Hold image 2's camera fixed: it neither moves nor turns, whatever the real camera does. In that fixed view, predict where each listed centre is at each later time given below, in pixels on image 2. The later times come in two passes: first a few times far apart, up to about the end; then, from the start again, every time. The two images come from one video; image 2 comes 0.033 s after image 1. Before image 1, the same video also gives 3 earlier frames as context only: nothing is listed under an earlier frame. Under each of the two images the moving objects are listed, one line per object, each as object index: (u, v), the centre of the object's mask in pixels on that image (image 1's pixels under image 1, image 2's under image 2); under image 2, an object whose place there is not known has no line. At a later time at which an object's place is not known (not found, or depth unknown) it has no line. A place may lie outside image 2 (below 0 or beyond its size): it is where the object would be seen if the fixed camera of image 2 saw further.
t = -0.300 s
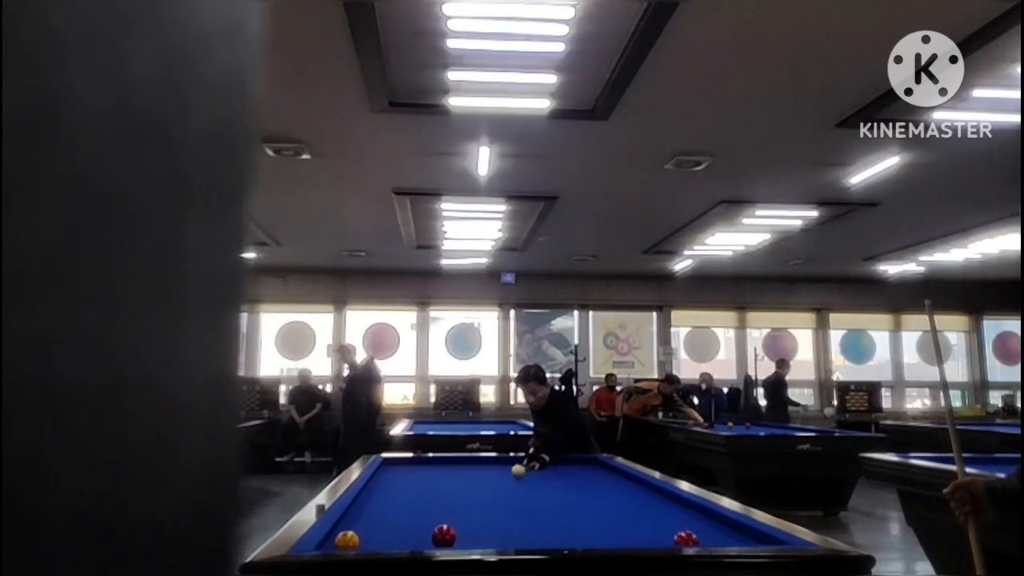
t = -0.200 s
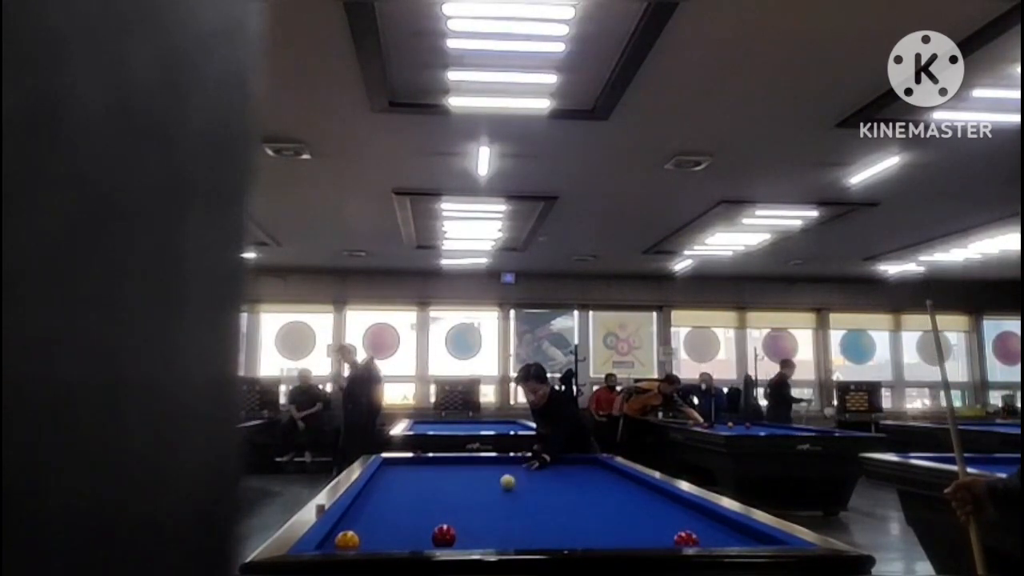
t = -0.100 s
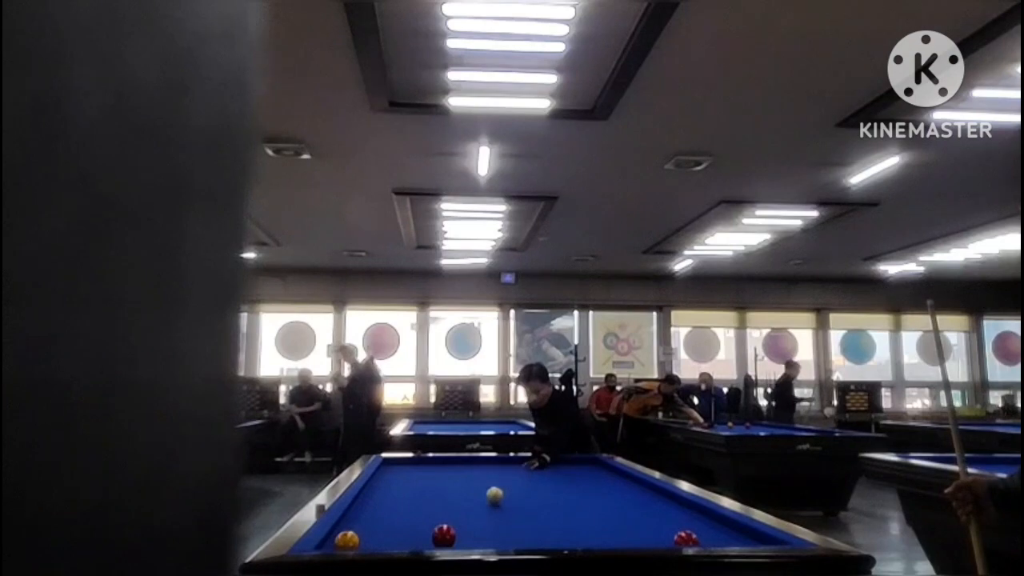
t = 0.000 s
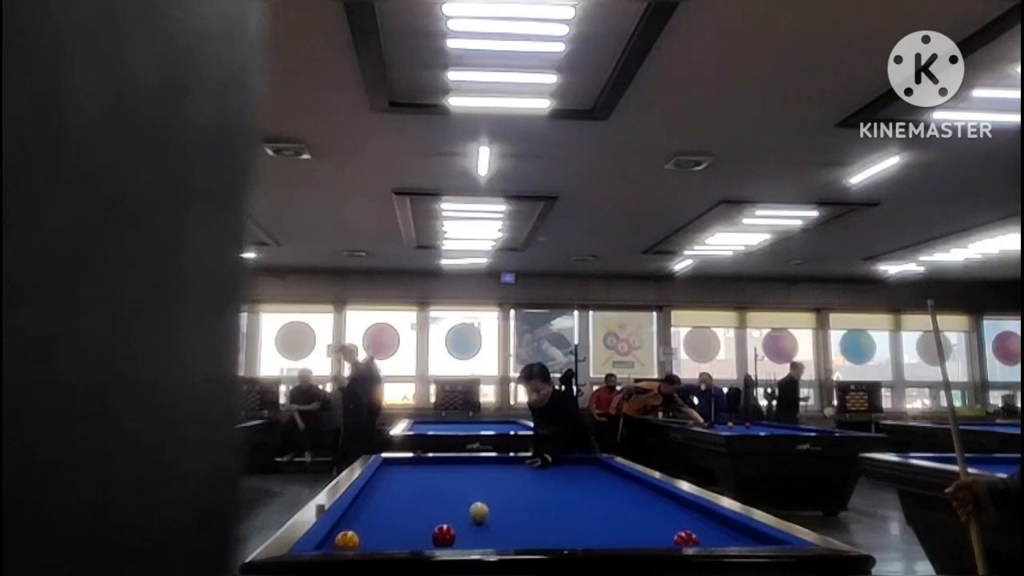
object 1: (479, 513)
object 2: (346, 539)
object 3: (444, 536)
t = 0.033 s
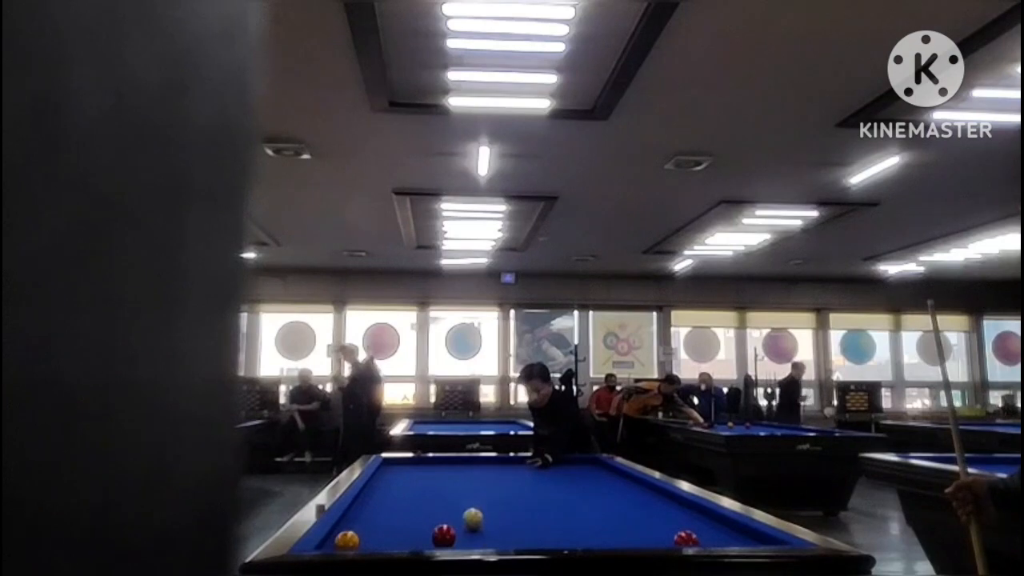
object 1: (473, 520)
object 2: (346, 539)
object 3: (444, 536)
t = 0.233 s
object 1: (527, 541)
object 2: (335, 540)
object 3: (375, 539)
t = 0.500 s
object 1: (624, 525)
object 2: (412, 537)
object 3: (394, 523)
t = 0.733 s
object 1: (682, 515)
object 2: (477, 536)
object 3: (407, 512)
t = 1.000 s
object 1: (666, 506)
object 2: (548, 534)
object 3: (418, 500)
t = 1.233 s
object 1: (621, 498)
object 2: (606, 533)
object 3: (426, 491)
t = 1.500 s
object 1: (577, 491)
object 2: (669, 530)
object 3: (434, 484)
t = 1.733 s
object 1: (543, 485)
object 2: (724, 531)
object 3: (439, 478)
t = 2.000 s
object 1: (508, 480)
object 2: (719, 530)
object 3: (445, 472)
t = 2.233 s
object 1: (481, 475)
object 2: (687, 526)
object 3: (449, 468)
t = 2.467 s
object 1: (457, 471)
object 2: (655, 530)
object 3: (452, 461)
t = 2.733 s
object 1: (432, 467)
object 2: (620, 529)
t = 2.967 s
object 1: (413, 465)
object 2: (591, 529)
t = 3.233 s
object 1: (392, 462)
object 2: (558, 529)
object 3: (483, 462)
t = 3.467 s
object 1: (396, 460)
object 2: (531, 529)
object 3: (497, 463)
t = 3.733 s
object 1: (402, 460)
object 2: (500, 529)
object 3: (514, 465)
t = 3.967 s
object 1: (406, 460)
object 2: (473, 528)
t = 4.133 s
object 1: (408, 461)
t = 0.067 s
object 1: (466, 527)
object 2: (346, 539)
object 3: (444, 536)
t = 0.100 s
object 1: (462, 533)
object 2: (346, 539)
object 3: (441, 537)
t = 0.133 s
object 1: (478, 535)
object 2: (346, 539)
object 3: (417, 540)
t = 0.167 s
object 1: (494, 537)
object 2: (346, 539)
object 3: (391, 542)
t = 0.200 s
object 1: (510, 539)
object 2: (346, 539)
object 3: (376, 541)
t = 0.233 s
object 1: (527, 541)
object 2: (335, 540)
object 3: (375, 539)
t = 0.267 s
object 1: (542, 539)
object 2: (339, 539)
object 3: (378, 538)
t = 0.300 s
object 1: (556, 537)
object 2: (351, 538)
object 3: (381, 535)
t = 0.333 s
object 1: (569, 535)
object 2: (363, 538)
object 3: (384, 533)
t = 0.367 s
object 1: (581, 533)
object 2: (373, 538)
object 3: (388, 529)
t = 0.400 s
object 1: (593, 531)
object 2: (383, 538)
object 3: (390, 525)
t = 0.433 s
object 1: (604, 530)
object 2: (393, 537)
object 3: (390, 523)
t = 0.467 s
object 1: (614, 527)
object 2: (403, 537)
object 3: (391, 524)
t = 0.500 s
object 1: (624, 525)
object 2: (412, 537)
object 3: (394, 523)
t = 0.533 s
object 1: (633, 523)
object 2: (421, 536)
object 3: (396, 522)
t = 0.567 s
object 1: (642, 521)
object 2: (431, 536)
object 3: (398, 520)
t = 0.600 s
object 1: (651, 520)
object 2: (440, 537)
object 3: (400, 518)
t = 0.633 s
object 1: (659, 518)
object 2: (450, 536)
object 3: (402, 516)
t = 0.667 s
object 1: (667, 517)
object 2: (459, 536)
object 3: (403, 514)
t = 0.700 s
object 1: (674, 516)
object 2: (468, 536)
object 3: (405, 513)
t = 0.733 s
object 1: (682, 515)
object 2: (477, 536)
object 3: (407, 512)
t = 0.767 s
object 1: (689, 514)
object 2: (486, 536)
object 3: (408, 510)
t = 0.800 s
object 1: (695, 512)
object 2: (495, 536)
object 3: (410, 508)
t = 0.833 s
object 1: (702, 512)
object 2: (504, 535)
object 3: (411, 507)
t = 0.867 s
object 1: (700, 511)
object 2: (512, 535)
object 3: (412, 505)
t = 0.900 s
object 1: (690, 509)
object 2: (522, 535)
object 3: (414, 504)
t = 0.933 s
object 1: (681, 508)
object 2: (530, 534)
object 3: (415, 502)
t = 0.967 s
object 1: (674, 508)
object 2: (539, 534)
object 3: (416, 501)
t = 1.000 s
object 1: (666, 506)
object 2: (548, 534)
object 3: (418, 500)
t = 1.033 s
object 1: (660, 505)
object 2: (556, 534)
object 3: (419, 499)
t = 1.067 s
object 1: (653, 504)
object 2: (565, 534)
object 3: (420, 497)
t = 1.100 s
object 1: (646, 503)
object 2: (573, 534)
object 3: (421, 496)
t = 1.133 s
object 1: (640, 501)
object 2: (581, 533)
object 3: (422, 495)
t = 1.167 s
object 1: (634, 501)
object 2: (590, 534)
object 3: (424, 494)
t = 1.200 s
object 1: (628, 499)
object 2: (598, 533)
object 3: (425, 492)
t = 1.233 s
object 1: (621, 498)
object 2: (606, 533)
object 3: (426, 491)
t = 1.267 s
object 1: (615, 497)
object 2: (614, 533)
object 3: (427, 490)
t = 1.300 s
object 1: (609, 496)
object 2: (622, 533)
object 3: (428, 489)
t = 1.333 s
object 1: (604, 495)
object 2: (630, 533)
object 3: (429, 488)
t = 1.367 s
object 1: (598, 494)
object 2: (639, 532)
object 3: (430, 487)
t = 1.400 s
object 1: (592, 494)
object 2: (646, 533)
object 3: (431, 487)
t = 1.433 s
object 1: (587, 493)
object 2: (654, 532)
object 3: (432, 486)
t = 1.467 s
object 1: (582, 492)
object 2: (662, 532)
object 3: (433, 485)
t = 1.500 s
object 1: (577, 491)
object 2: (669, 530)
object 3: (434, 484)
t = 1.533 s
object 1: (572, 490)
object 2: (676, 528)
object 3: (435, 483)
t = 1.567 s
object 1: (566, 489)
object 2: (685, 527)
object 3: (435, 482)
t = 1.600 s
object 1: (562, 488)
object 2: (694, 528)
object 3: (436, 481)
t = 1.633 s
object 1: (556, 488)
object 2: (702, 530)
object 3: (437, 480)
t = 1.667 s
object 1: (552, 487)
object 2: (709, 531)
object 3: (438, 479)
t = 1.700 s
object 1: (547, 486)
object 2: (716, 532)
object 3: (438, 479)
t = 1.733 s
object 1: (543, 485)
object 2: (724, 531)
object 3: (439, 478)
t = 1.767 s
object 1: (538, 484)
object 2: (731, 531)
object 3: (440, 477)
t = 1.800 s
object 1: (533, 484)
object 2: (739, 531)
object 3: (441, 476)
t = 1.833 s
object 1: (529, 483)
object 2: (745, 531)
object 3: (441, 476)
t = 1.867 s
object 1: (525, 482)
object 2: (739, 530)
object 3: (442, 475)
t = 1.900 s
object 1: (520, 482)
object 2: (733, 531)
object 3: (443, 474)
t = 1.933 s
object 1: (516, 481)
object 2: (728, 531)
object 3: (443, 473)
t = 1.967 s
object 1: (512, 480)
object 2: (724, 531)
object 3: (444, 473)
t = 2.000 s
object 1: (508, 480)
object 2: (719, 530)
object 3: (445, 472)
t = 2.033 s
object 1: (504, 479)
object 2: (714, 530)
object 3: (445, 471)
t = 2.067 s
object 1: (500, 478)
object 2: (710, 530)
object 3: (446, 470)
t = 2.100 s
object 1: (496, 478)
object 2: (705, 530)
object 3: (447, 470)
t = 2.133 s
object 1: (492, 477)
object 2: (701, 530)
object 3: (447, 469)
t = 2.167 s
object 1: (489, 476)
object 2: (697, 528)
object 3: (448, 469)
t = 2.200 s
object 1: (485, 476)
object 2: (692, 527)
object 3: (448, 468)
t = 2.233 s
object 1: (481, 475)
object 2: (687, 526)
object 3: (449, 468)
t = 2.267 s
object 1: (478, 475)
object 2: (681, 525)
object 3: (450, 467)
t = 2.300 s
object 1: (474, 474)
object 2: (676, 526)
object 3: (450, 466)
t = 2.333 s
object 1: (471, 474)
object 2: (672, 528)
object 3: (451, 465)
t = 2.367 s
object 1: (468, 473)
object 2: (668, 529)
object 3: (451, 465)
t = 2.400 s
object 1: (464, 472)
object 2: (664, 530)
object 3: (452, 464)
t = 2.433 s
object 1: (460, 472)
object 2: (660, 530)
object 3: (452, 463)
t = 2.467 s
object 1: (457, 471)
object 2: (655, 530)
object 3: (452, 461)
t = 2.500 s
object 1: (454, 471)
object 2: (651, 530)
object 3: (453, 460)
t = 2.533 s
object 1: (451, 470)
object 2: (646, 530)
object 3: (454, 460)
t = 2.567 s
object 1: (448, 470)
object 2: (642, 530)
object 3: (455, 461)
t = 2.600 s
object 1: (445, 469)
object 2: (638, 530)
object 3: (454, 461)
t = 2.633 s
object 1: (441, 469)
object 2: (633, 530)
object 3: (455, 461)
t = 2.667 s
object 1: (438, 468)
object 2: (629, 529)
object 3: (455, 461)
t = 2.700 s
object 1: (435, 468)
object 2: (624, 529)
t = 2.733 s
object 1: (432, 467)
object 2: (620, 529)
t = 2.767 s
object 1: (429, 467)
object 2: (616, 529)
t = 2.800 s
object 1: (427, 467)
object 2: (612, 529)
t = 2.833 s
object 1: (424, 466)
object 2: (607, 529)
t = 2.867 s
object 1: (421, 466)
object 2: (603, 529)
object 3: (462, 459)
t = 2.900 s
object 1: (418, 465)
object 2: (599, 529)
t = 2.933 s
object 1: (415, 465)
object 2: (595, 529)
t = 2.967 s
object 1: (413, 465)
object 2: (591, 529)
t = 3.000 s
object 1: (410, 464)
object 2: (587, 529)
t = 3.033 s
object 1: (407, 464)
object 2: (583, 529)
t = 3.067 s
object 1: (405, 464)
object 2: (579, 529)
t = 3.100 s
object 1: (402, 463)
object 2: (574, 529)
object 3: (476, 461)
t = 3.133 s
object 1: (399, 463)
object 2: (570, 529)
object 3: (477, 461)
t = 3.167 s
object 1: (397, 463)
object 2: (566, 529)
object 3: (479, 461)
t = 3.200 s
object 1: (394, 462)
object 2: (563, 529)
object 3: (481, 461)
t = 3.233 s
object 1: (392, 462)
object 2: (558, 529)
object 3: (483, 462)
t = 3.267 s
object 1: (390, 462)
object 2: (554, 529)
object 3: (485, 462)
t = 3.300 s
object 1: (388, 461)
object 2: (550, 529)
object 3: (487, 462)
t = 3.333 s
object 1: (390, 461)
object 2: (546, 529)
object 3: (489, 462)
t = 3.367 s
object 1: (391, 461)
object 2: (543, 529)
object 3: (491, 463)
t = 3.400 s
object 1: (393, 460)
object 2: (538, 529)
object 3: (493, 463)
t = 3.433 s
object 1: (394, 460)
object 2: (535, 529)
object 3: (495, 463)
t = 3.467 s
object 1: (396, 460)
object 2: (531, 529)
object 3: (497, 463)
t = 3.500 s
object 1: (397, 460)
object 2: (527, 529)
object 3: (499, 463)
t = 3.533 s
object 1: (399, 459)
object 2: (523, 529)
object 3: (501, 464)
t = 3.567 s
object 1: (400, 459)
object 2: (519, 529)
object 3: (504, 464)
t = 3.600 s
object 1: (400, 459)
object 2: (515, 529)
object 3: (505, 464)
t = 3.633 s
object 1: (400, 459)
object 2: (511, 529)
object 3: (508, 465)
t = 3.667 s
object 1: (401, 459)
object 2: (507, 529)
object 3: (510, 465)
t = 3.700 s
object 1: (402, 459)
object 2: (504, 529)
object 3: (512, 465)
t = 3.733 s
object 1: (402, 460)
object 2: (500, 529)
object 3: (514, 465)
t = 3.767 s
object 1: (402, 460)
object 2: (496, 529)
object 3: (516, 465)
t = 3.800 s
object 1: (403, 460)
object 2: (492, 528)
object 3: (518, 466)
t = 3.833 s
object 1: (403, 460)
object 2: (489, 528)
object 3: (520, 466)
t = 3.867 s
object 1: (404, 460)
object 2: (485, 528)
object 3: (522, 467)
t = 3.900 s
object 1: (405, 460)
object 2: (481, 528)
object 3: (525, 467)
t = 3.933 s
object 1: (405, 461)
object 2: (478, 528)
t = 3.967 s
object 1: (406, 460)
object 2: (473, 528)
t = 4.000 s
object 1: (406, 461)
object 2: (464, 524)
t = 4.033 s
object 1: (406, 461)
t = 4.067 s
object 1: (407, 461)
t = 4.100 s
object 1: (407, 461)
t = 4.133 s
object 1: (408, 461)
